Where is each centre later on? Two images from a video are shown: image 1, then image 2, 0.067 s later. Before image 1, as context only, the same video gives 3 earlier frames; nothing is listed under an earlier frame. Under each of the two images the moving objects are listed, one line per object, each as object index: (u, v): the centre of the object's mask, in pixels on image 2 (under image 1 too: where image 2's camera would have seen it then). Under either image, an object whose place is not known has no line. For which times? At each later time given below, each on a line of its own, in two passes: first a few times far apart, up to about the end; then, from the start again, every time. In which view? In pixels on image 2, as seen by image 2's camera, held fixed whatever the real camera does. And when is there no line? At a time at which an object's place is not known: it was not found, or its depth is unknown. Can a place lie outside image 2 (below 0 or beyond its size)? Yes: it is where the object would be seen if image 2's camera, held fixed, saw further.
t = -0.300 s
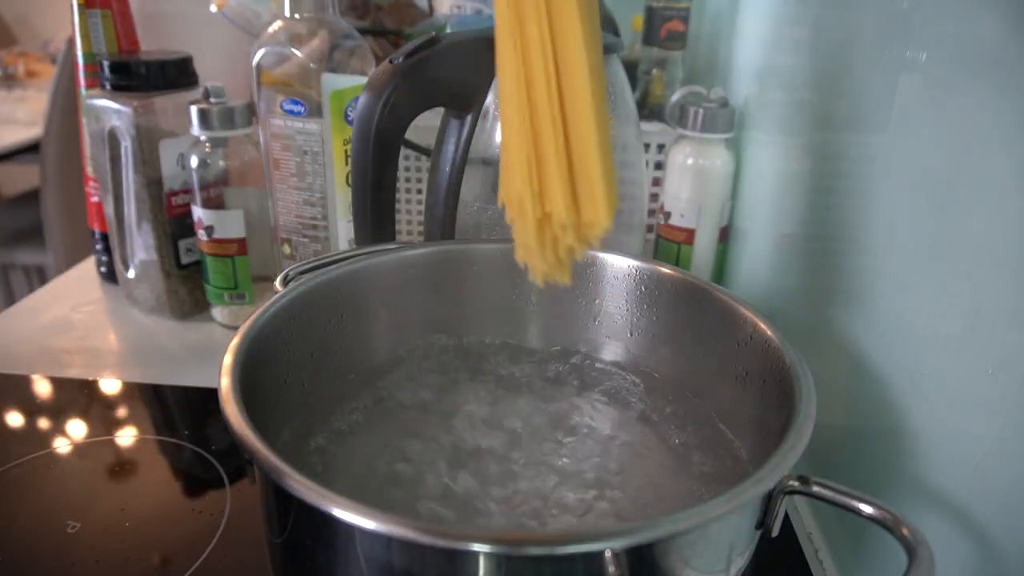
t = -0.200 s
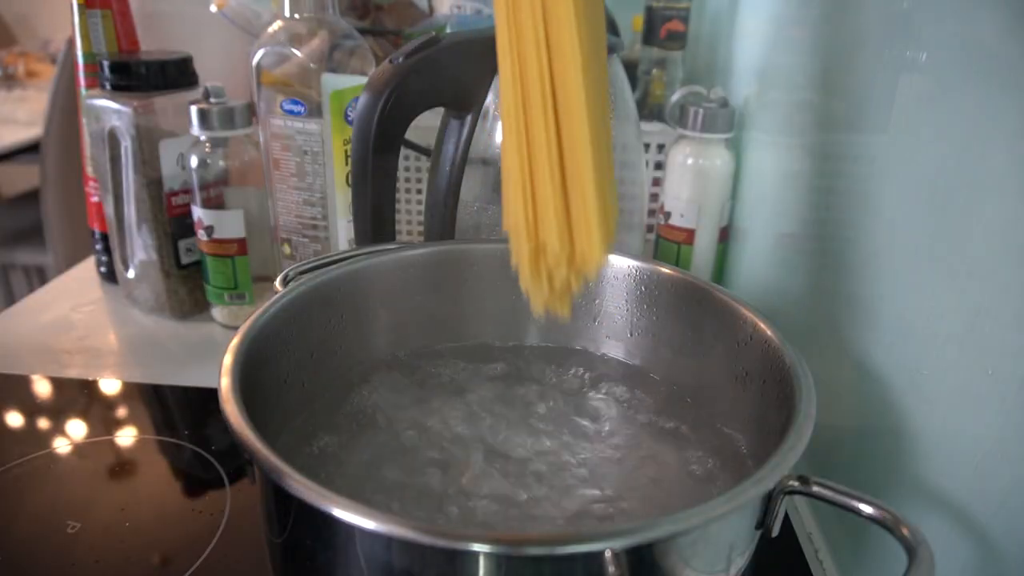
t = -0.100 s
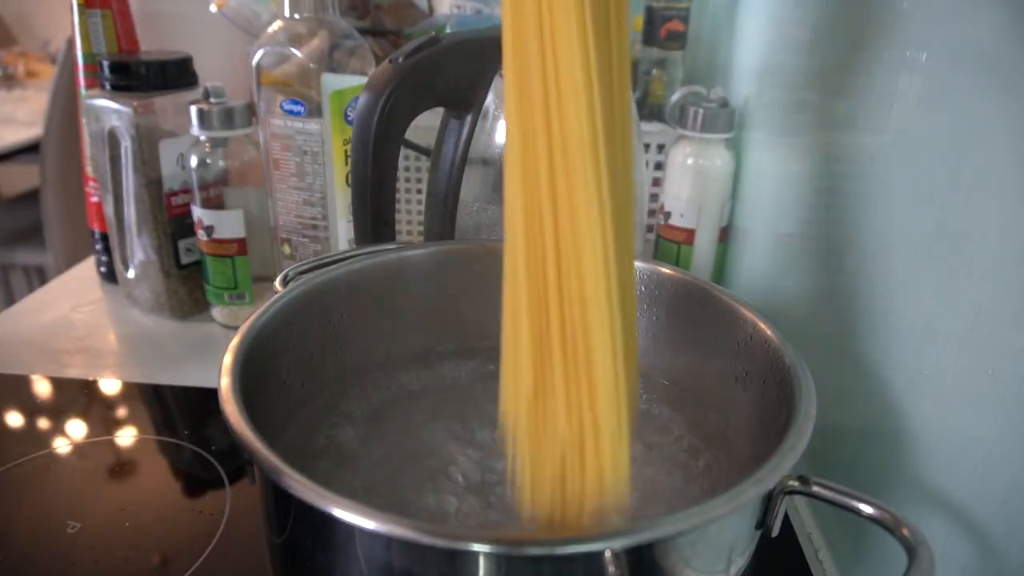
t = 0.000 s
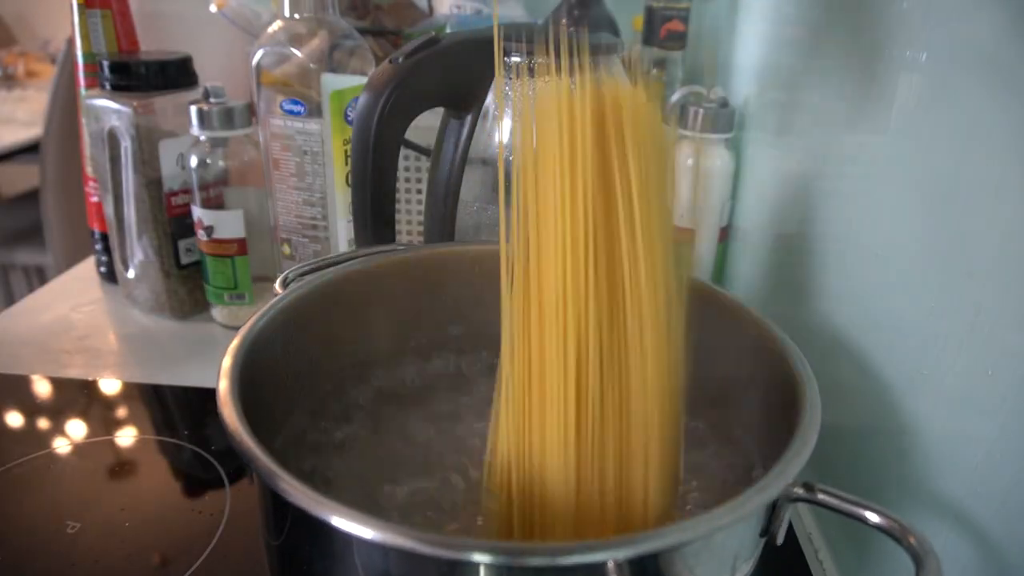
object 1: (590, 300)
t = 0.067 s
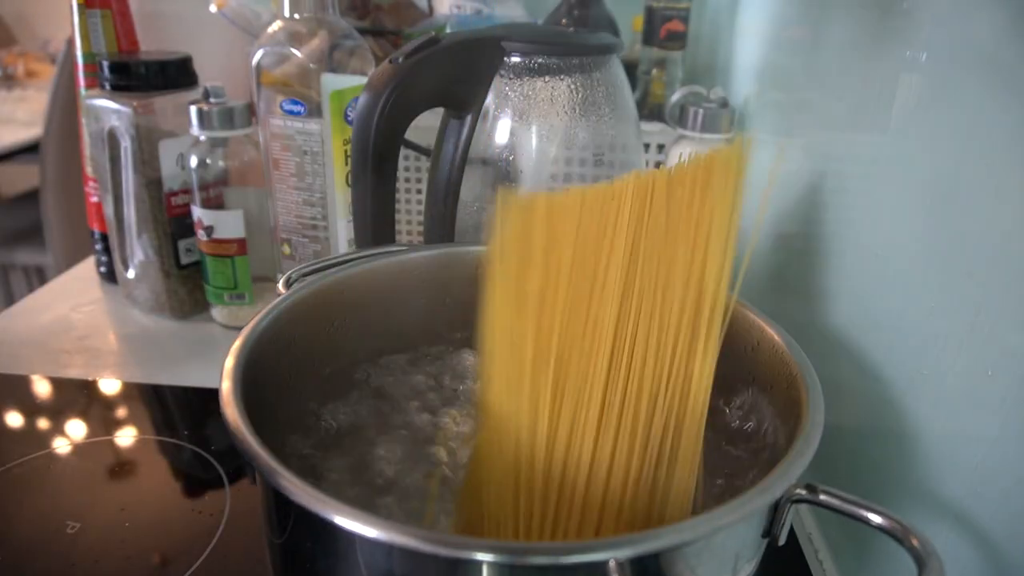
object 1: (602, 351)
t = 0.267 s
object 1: (557, 347)
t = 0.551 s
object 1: (554, 347)
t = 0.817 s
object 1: (555, 347)
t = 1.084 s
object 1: (553, 347)
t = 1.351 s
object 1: (553, 347)
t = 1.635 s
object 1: (553, 347)
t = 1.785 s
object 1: (552, 347)
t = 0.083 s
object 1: (599, 346)
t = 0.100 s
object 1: (595, 345)
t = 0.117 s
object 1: (586, 346)
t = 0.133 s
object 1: (580, 347)
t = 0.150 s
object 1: (575, 346)
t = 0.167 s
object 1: (570, 346)
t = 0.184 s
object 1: (566, 346)
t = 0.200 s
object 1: (559, 333)
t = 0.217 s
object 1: (558, 336)
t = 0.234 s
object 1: (559, 347)
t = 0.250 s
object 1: (558, 347)
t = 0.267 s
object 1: (557, 347)
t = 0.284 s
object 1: (557, 346)
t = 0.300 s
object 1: (558, 348)
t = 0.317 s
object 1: (556, 345)
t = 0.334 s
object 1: (557, 347)
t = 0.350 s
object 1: (557, 347)
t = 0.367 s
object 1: (556, 347)
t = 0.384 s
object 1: (556, 347)
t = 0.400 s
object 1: (555, 347)
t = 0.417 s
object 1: (555, 347)
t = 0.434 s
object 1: (555, 347)
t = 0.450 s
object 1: (555, 348)
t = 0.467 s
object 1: (555, 347)
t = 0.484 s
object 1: (555, 347)
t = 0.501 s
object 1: (555, 347)
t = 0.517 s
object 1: (555, 347)
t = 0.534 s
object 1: (554, 347)
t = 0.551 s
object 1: (554, 347)
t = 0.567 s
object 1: (554, 347)
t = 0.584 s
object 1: (554, 347)
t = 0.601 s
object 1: (554, 347)
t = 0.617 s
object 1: (555, 347)
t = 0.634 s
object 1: (555, 347)
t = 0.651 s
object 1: (555, 347)
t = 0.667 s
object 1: (555, 347)
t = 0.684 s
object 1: (555, 347)
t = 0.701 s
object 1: (555, 347)
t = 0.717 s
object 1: (555, 347)
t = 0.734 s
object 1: (555, 347)
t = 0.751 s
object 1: (555, 347)
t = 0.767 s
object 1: (555, 347)
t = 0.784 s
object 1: (555, 347)
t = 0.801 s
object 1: (555, 347)
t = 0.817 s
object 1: (555, 347)
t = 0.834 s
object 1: (555, 347)
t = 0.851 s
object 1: (555, 347)
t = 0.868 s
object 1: (555, 347)
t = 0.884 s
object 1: (555, 347)
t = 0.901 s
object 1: (555, 347)
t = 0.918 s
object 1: (555, 347)
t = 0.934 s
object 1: (555, 347)
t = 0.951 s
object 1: (554, 347)
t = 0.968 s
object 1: (555, 348)
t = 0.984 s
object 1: (554, 347)
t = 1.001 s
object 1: (554, 347)
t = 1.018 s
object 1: (554, 347)
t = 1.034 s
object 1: (554, 347)
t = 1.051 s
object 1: (554, 347)
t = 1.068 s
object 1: (554, 347)
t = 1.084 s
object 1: (553, 347)
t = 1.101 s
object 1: (553, 347)
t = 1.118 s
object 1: (553, 347)
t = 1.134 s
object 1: (554, 347)
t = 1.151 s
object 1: (554, 347)
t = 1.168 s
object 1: (554, 347)
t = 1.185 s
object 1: (554, 347)
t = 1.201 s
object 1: (554, 347)
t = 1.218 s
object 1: (554, 347)
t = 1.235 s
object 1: (554, 347)
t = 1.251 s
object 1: (554, 347)
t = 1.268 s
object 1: (554, 347)
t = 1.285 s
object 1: (554, 348)
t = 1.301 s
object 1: (554, 348)
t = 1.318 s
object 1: (554, 347)
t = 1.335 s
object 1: (553, 347)
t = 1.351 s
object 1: (553, 347)
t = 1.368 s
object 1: (553, 347)
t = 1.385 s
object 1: (553, 347)
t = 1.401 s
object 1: (553, 347)
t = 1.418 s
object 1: (553, 347)
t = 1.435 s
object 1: (553, 347)
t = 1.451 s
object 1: (553, 348)
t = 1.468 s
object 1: (552, 347)
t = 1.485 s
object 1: (553, 348)
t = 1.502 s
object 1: (553, 347)
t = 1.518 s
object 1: (553, 348)
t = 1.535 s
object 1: (553, 348)
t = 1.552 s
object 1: (553, 347)
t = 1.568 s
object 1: (553, 347)
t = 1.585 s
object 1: (552, 347)
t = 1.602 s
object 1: (553, 347)
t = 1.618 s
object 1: (553, 347)
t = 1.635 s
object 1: (553, 347)
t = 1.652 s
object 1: (553, 347)
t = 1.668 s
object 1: (553, 347)
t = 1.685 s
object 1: (553, 347)
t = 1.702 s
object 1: (553, 347)
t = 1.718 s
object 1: (553, 347)
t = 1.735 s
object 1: (553, 347)
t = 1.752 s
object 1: (553, 347)
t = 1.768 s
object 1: (552, 347)
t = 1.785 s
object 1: (552, 347)
